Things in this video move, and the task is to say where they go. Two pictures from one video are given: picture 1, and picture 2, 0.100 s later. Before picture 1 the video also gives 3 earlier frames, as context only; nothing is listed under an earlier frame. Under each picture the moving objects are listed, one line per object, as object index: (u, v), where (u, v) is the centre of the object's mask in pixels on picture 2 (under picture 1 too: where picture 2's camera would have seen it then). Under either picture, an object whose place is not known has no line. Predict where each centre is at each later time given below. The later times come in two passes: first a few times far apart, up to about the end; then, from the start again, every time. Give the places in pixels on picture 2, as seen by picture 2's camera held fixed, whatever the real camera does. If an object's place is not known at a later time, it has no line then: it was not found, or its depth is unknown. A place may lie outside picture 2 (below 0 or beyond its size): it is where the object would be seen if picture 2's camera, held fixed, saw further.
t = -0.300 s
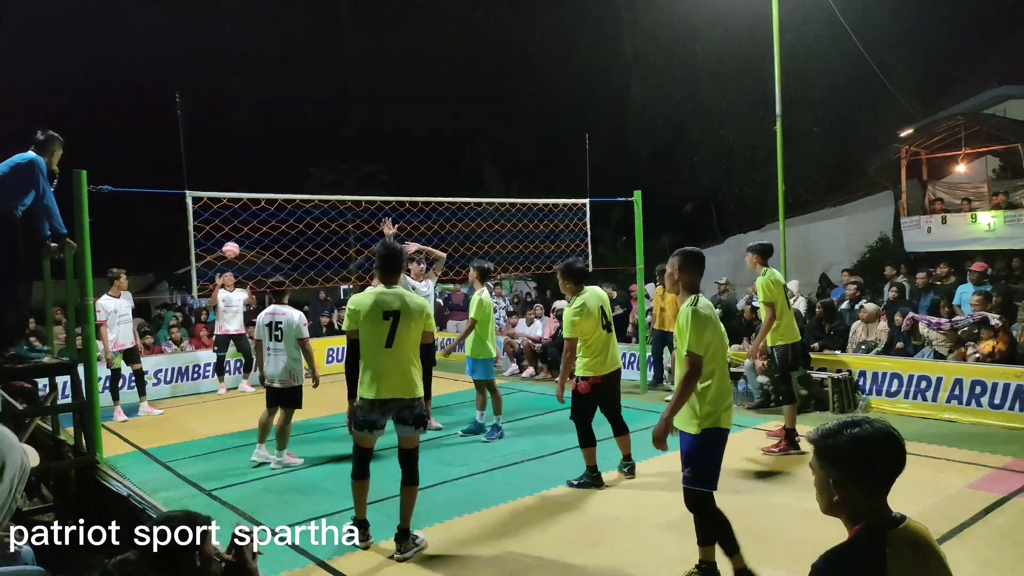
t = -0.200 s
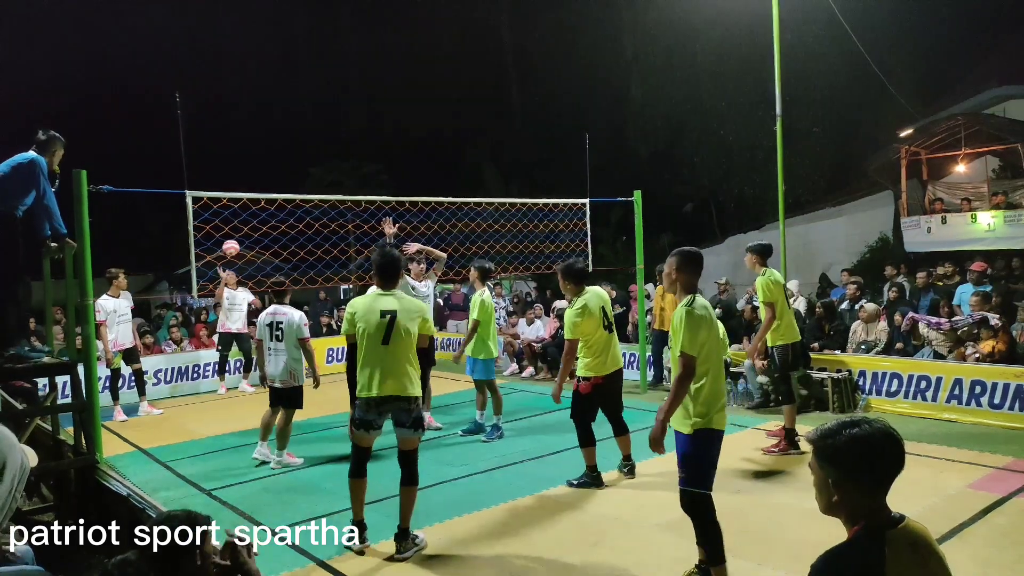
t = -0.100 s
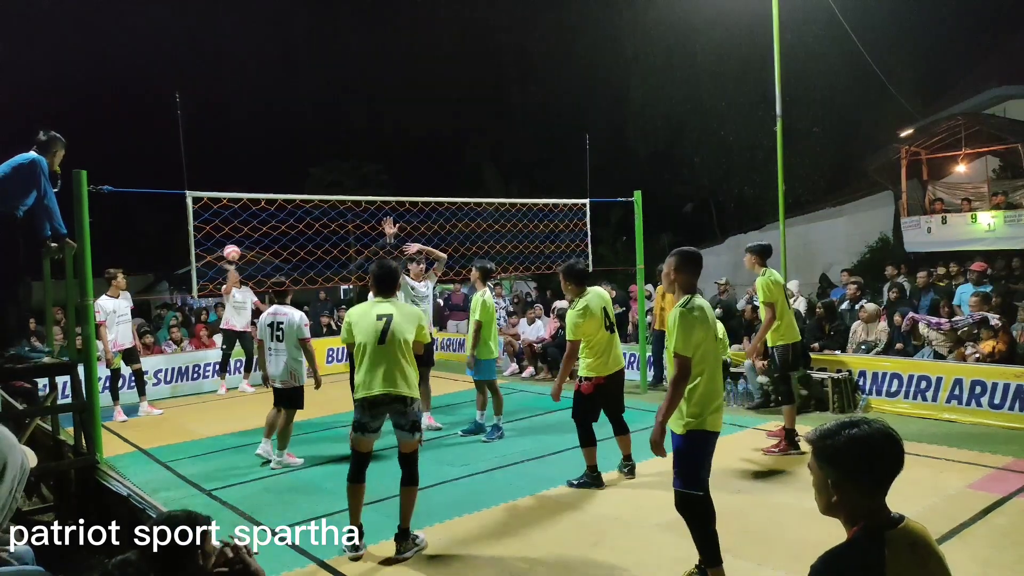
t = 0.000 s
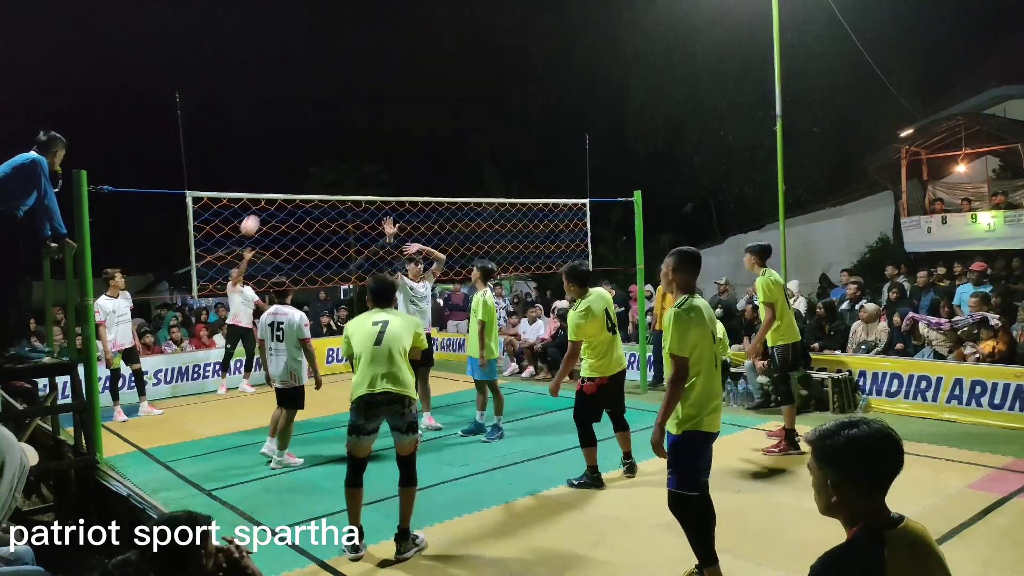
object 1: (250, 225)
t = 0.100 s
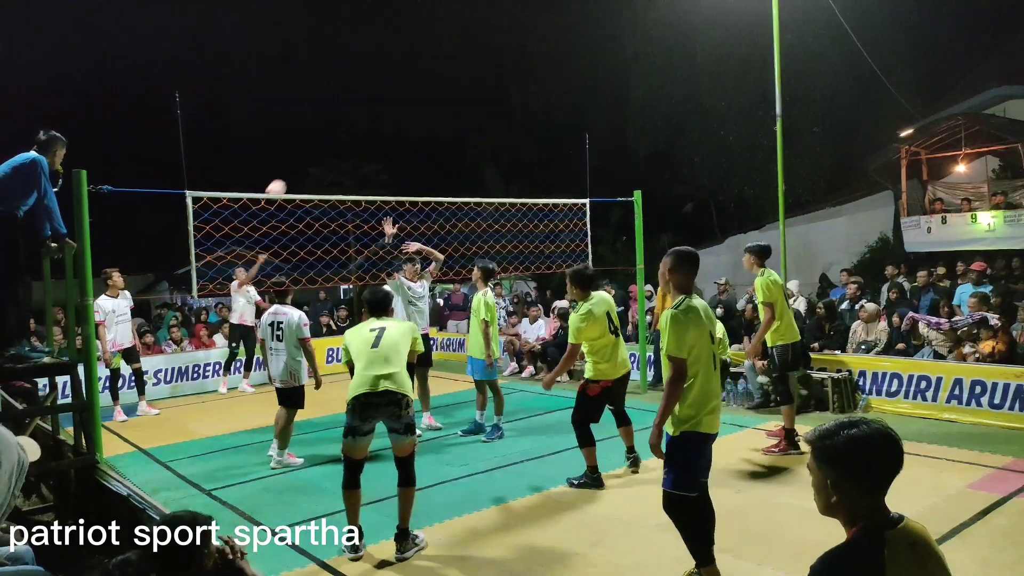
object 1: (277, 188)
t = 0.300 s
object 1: (330, 140)
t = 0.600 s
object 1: (421, 119)
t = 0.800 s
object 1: (492, 151)
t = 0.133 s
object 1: (285, 179)
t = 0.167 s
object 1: (294, 170)
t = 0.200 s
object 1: (303, 161)
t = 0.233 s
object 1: (312, 153)
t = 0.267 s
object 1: (321, 146)
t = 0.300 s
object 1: (330, 140)
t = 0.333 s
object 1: (340, 134)
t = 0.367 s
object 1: (349, 129)
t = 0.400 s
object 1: (359, 124)
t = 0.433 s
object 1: (369, 121)
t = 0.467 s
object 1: (379, 118)
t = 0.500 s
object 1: (389, 117)
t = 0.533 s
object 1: (399, 116)
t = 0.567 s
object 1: (410, 117)
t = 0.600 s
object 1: (421, 119)
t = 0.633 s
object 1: (432, 122)
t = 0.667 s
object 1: (444, 126)
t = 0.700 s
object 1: (456, 131)
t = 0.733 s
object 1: (468, 137)
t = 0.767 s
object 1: (480, 143)
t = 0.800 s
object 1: (492, 151)
